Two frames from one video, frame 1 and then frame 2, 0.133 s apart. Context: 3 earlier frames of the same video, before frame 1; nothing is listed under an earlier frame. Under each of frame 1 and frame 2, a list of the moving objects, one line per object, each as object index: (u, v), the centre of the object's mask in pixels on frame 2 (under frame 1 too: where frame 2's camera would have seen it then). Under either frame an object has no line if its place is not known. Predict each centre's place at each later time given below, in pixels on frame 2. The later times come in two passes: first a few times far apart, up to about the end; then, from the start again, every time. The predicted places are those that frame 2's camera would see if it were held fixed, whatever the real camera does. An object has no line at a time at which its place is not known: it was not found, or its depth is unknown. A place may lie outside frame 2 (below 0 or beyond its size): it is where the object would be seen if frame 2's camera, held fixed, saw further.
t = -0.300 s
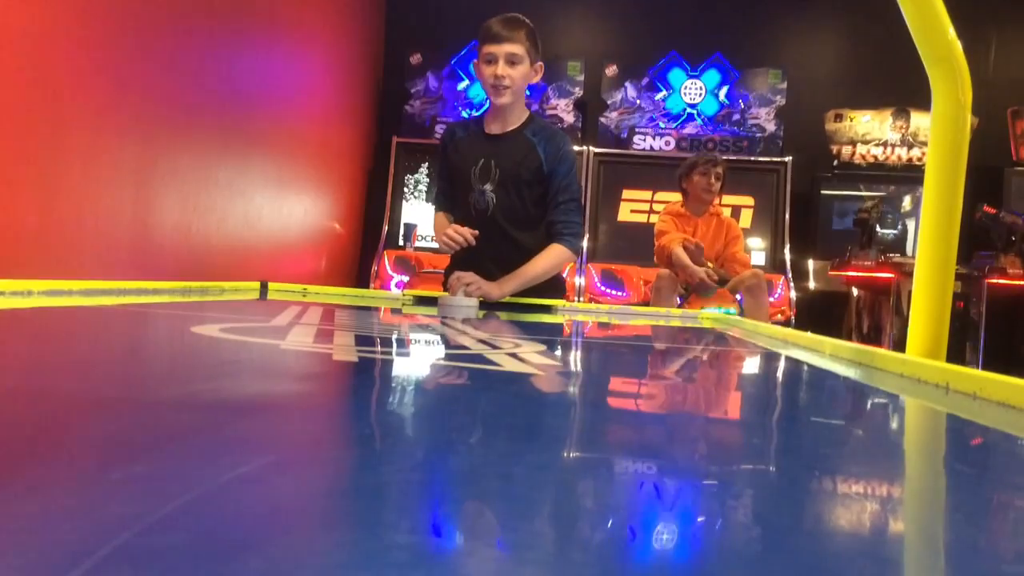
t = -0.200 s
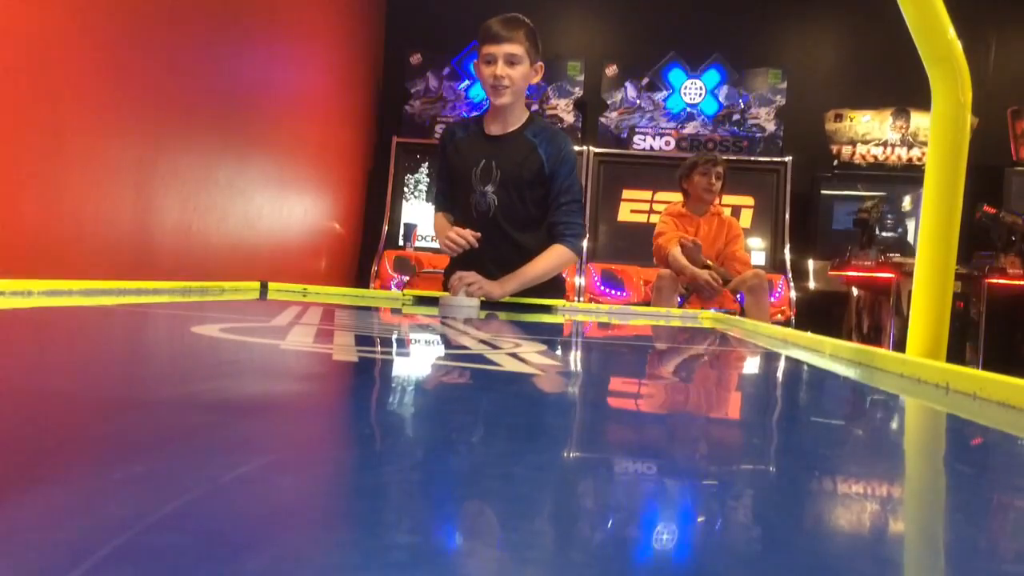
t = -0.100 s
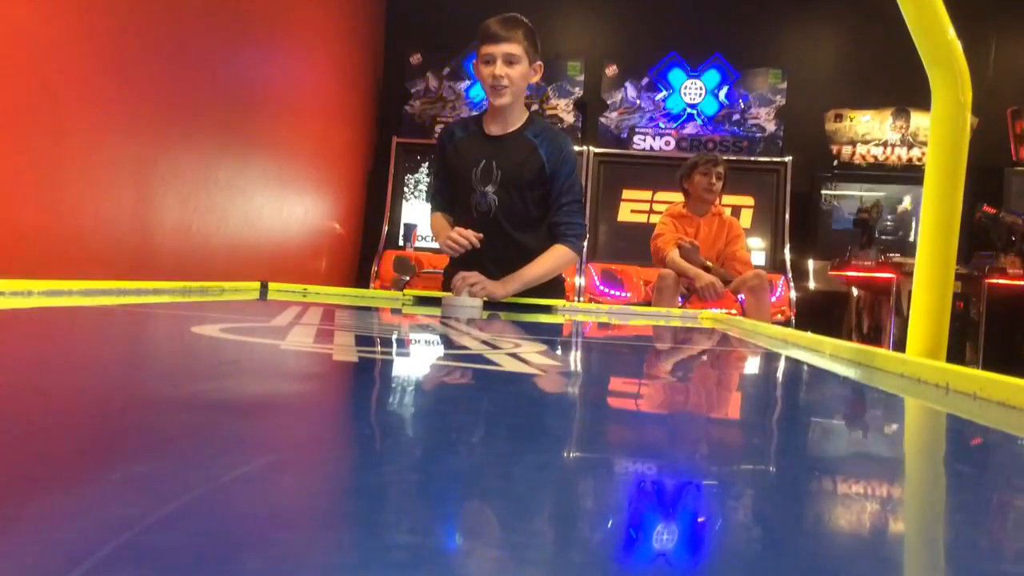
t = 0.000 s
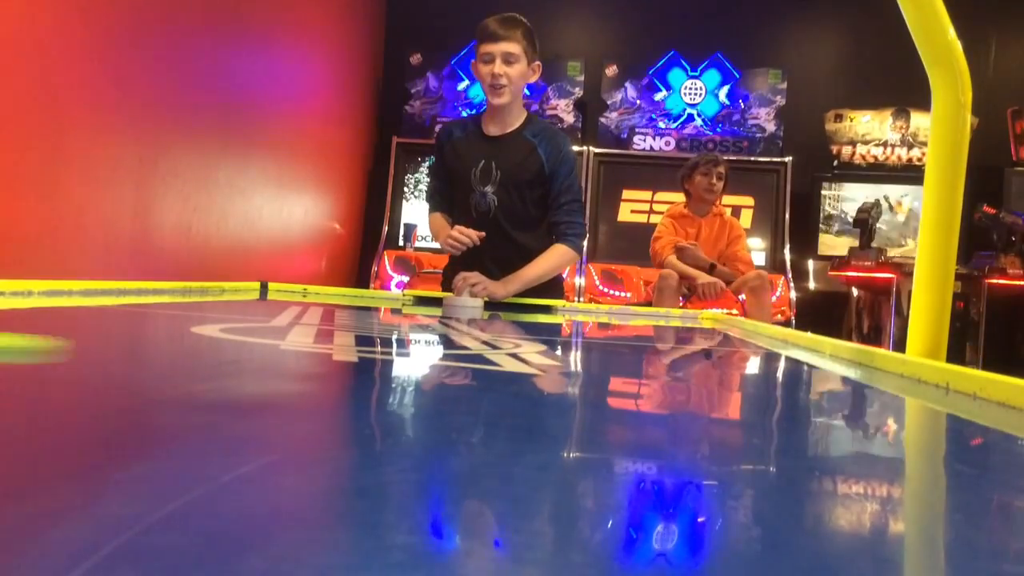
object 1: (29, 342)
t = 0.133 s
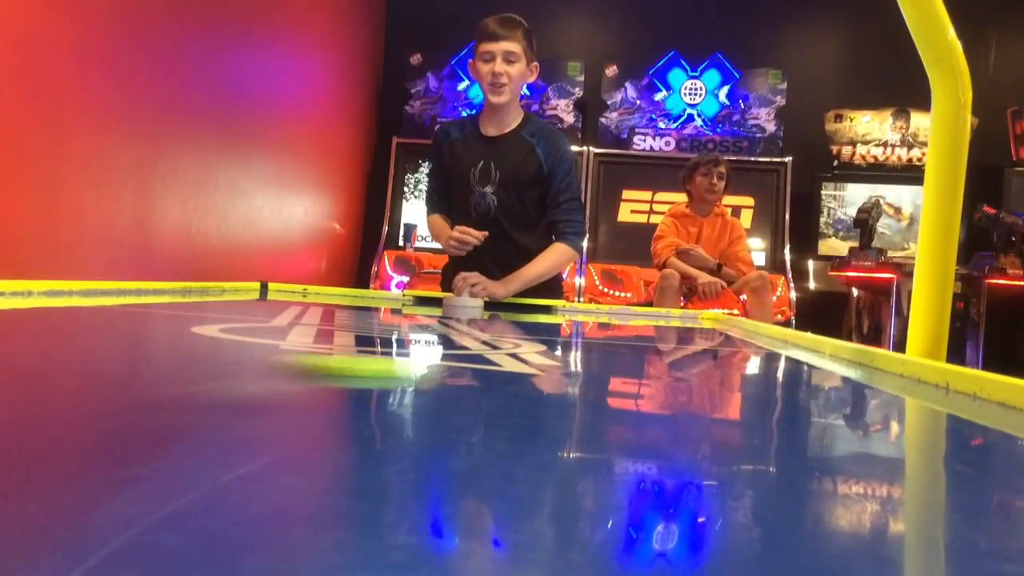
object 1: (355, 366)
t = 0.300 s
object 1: (809, 395)
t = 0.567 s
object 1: (555, 381)
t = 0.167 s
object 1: (449, 371)
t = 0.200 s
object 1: (539, 377)
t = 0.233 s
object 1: (638, 384)
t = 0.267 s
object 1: (725, 389)
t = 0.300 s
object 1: (809, 395)
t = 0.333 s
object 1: (890, 400)
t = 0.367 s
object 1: (954, 404)
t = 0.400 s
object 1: (899, 401)
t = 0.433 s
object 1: (825, 397)
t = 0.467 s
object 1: (758, 393)
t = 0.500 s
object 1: (688, 389)
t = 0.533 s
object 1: (621, 385)
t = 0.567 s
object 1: (555, 381)
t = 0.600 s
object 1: (493, 377)
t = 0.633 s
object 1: (435, 374)
